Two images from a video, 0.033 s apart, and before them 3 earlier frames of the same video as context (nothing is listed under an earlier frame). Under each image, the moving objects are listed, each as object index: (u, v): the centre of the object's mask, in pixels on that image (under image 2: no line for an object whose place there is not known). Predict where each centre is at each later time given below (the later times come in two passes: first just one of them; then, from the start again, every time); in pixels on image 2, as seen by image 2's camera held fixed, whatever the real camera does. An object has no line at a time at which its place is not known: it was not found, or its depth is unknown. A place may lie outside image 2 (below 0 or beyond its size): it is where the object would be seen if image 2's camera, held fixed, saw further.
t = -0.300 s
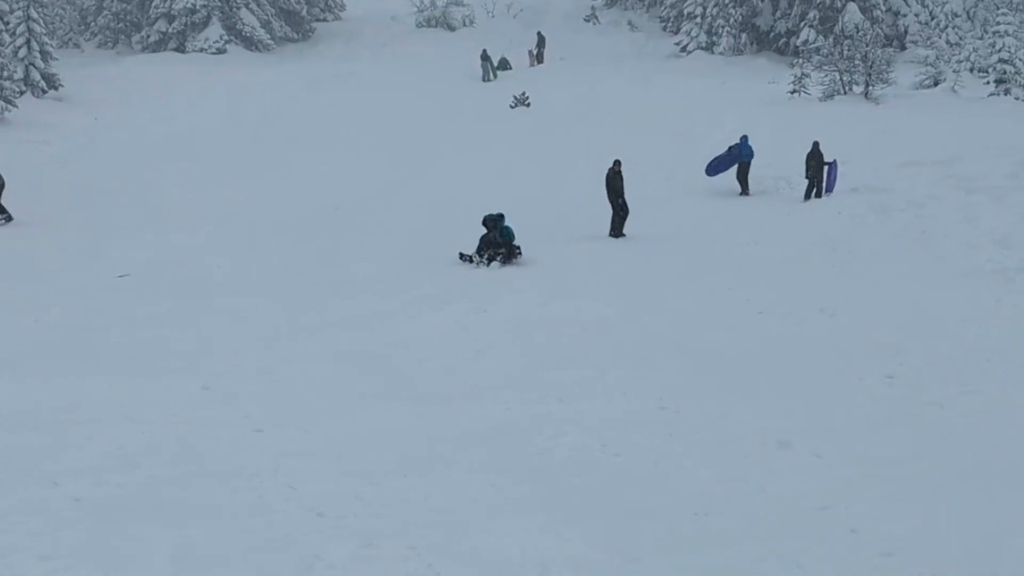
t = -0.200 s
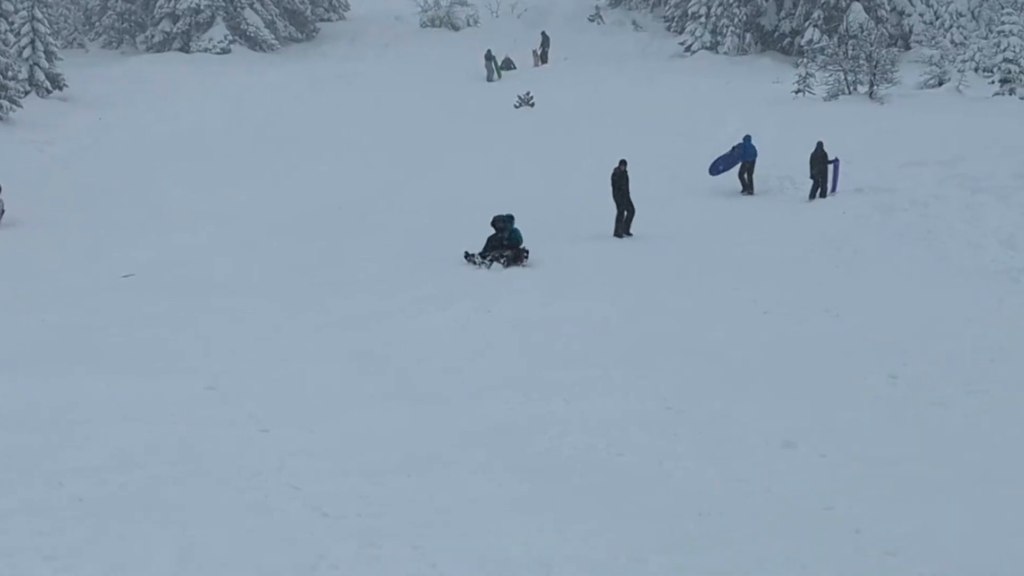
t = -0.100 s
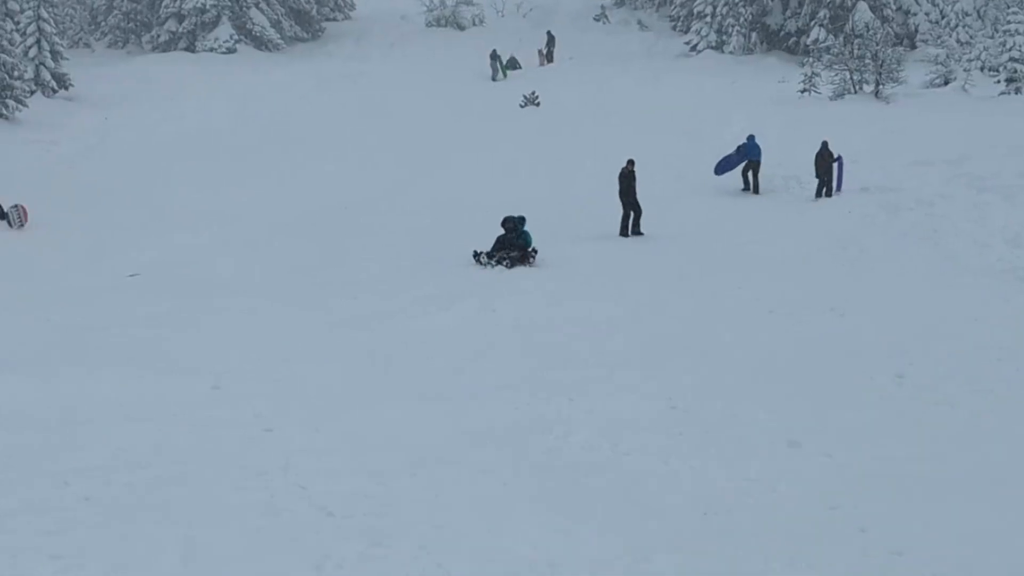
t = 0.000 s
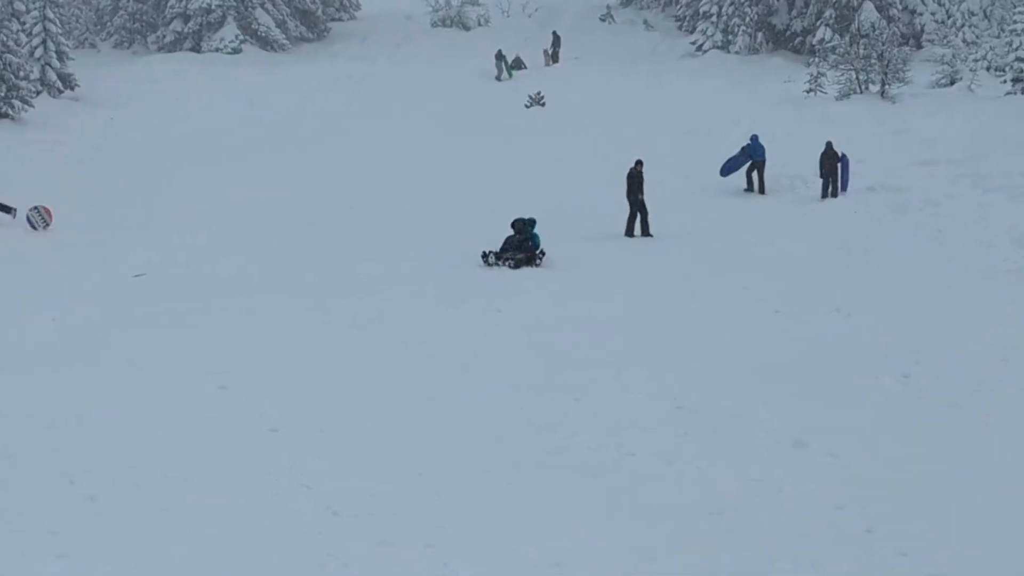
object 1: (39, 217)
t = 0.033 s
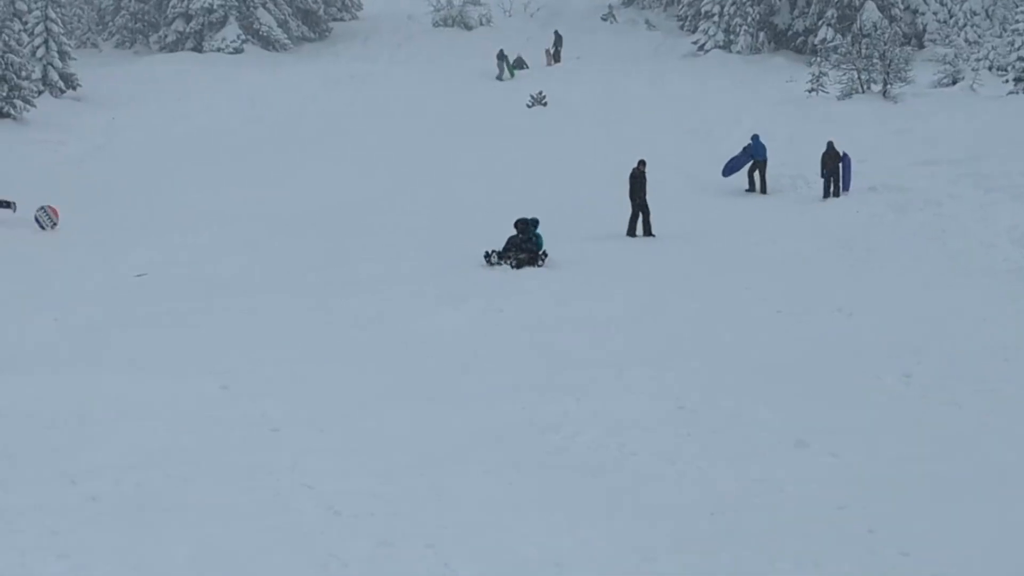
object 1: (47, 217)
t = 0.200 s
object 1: (71, 217)
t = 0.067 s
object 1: (52, 217)
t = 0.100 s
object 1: (57, 216)
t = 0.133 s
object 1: (62, 216)
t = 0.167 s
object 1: (67, 215)
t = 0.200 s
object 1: (71, 217)
